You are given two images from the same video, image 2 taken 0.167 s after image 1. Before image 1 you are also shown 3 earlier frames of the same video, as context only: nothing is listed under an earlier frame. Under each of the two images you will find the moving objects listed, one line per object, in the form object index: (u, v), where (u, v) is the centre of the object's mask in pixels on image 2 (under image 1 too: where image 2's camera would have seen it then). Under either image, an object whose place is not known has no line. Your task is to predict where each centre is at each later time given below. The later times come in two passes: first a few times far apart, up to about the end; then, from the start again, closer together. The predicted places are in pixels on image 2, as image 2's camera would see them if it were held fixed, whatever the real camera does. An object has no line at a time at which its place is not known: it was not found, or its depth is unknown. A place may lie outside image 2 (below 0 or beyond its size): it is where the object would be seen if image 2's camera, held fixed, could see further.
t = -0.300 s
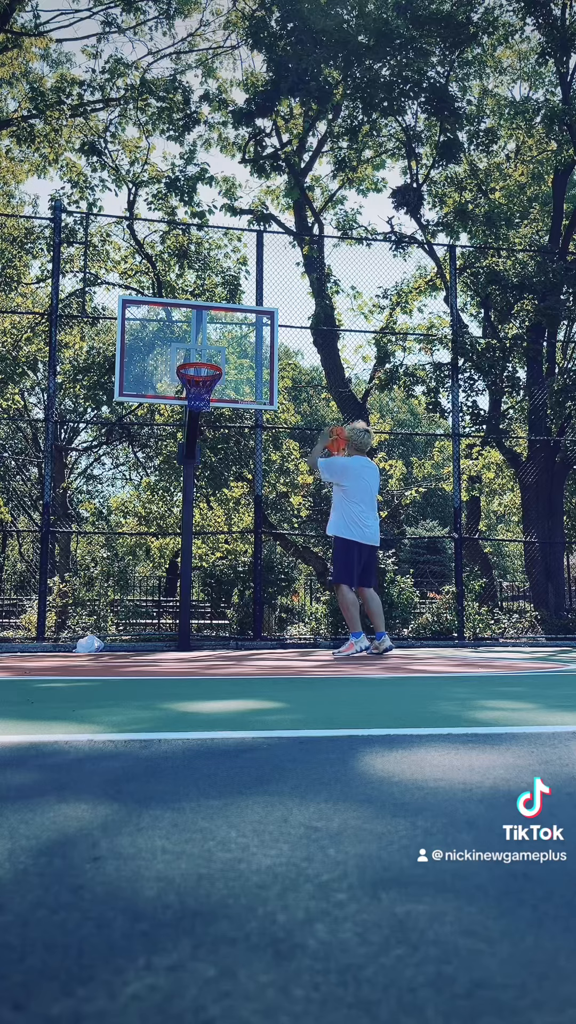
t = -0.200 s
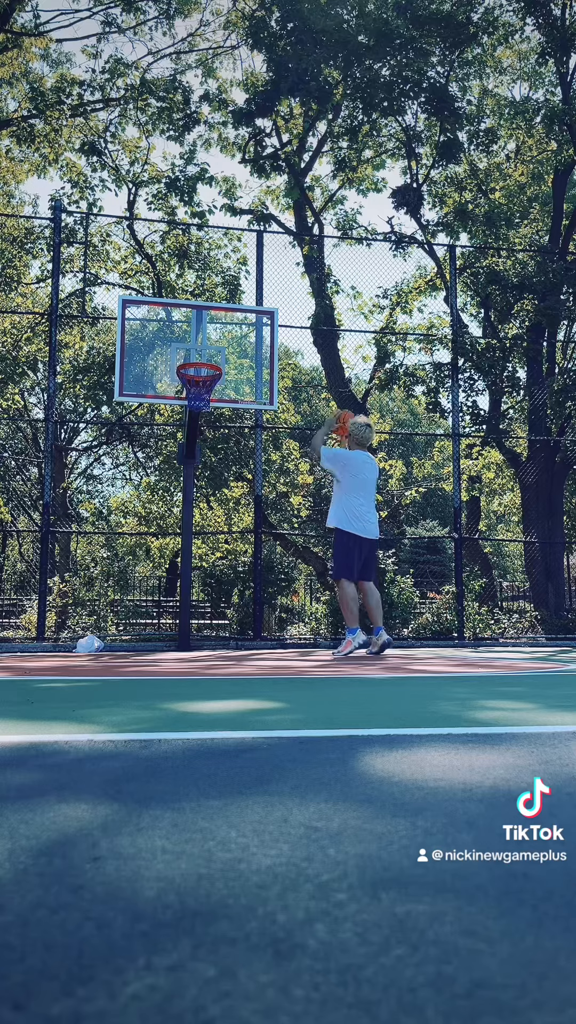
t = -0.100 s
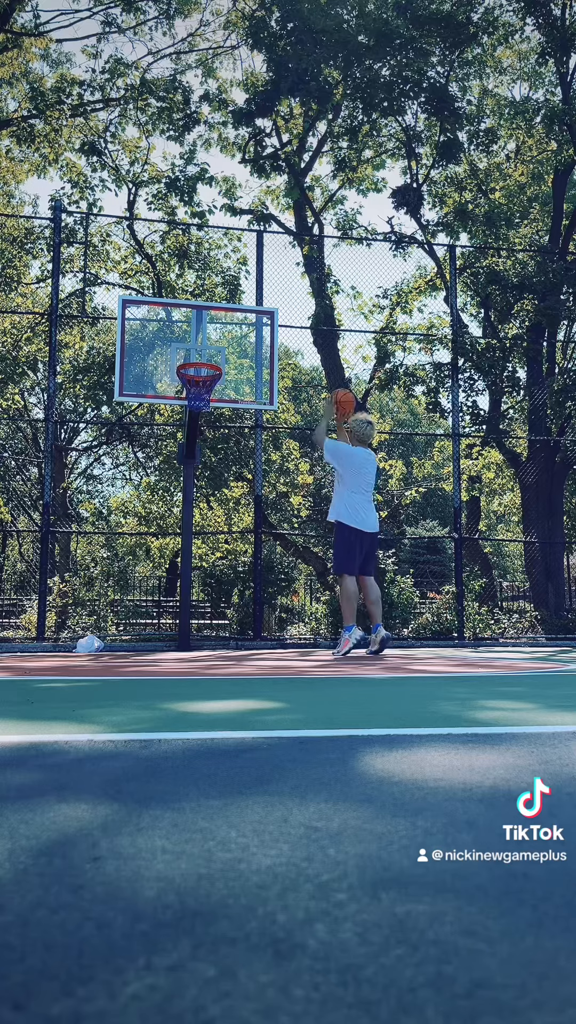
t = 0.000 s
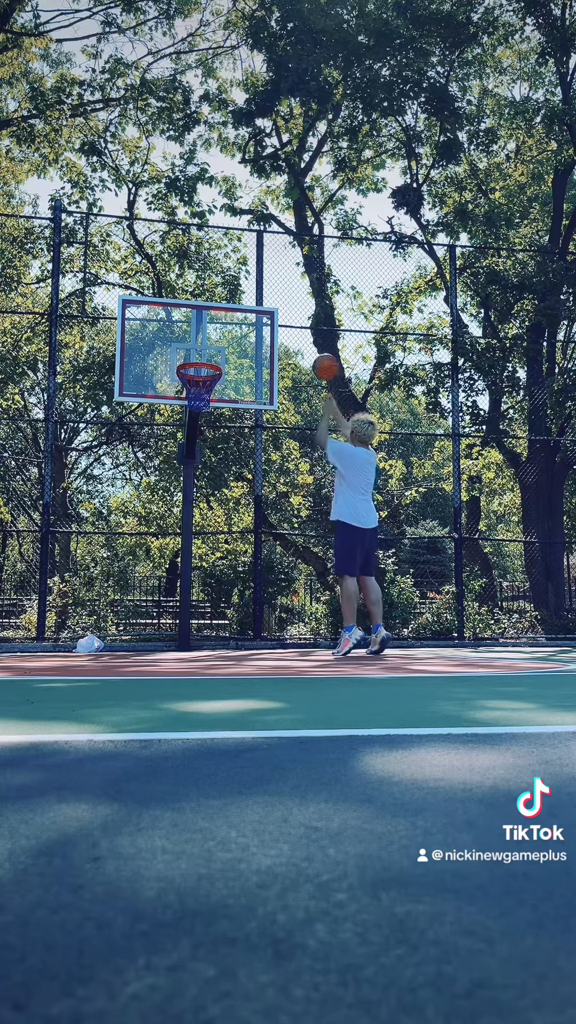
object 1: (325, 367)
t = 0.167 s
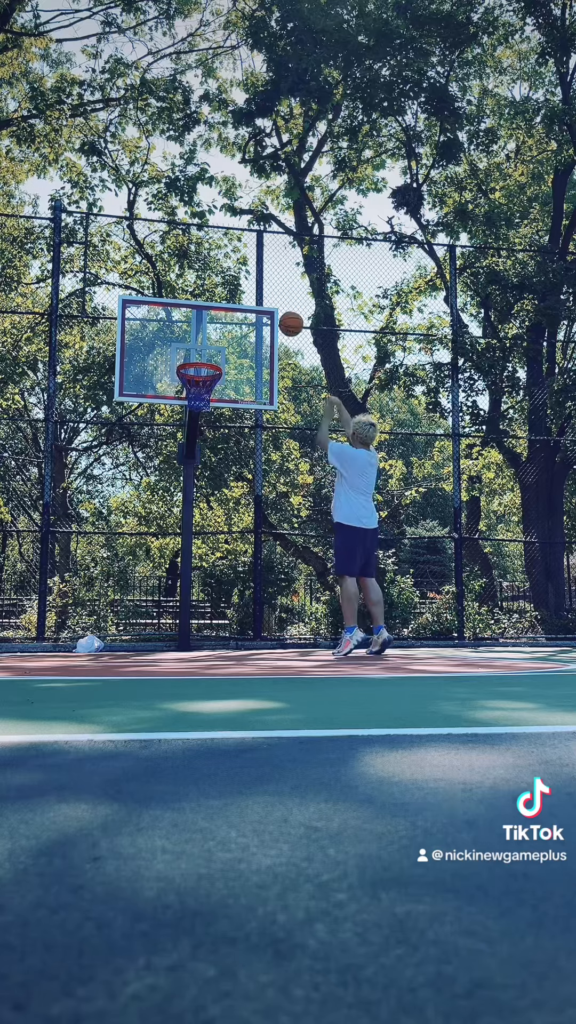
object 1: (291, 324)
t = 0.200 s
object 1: (284, 319)
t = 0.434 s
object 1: (243, 315)
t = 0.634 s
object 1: (210, 349)
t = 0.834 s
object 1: (188, 391)
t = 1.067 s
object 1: (201, 412)
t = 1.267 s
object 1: (207, 447)
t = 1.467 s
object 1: (215, 526)
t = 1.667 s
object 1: (220, 642)
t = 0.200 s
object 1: (284, 319)
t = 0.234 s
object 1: (278, 315)
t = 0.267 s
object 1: (272, 312)
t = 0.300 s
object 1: (266, 311)
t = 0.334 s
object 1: (260, 311)
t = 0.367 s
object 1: (254, 311)
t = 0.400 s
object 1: (248, 313)
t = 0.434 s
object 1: (243, 315)
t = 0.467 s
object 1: (236, 319)
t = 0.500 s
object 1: (231, 323)
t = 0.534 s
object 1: (226, 329)
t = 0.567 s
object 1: (220, 335)
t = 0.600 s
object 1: (215, 342)
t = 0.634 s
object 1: (210, 349)
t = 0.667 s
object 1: (205, 356)
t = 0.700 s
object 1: (199, 367)
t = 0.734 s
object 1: (196, 383)
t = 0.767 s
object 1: (190, 387)
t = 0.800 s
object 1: (188, 389)
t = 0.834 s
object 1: (188, 391)
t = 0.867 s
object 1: (189, 394)
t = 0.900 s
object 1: (192, 391)
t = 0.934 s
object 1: (193, 391)
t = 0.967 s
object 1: (194, 392)
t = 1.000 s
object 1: (195, 396)
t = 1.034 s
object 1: (199, 397)
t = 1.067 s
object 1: (201, 412)
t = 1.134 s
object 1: (203, 416)
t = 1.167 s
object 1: (203, 420)
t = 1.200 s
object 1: (204, 429)
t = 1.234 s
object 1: (206, 437)
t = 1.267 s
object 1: (207, 447)
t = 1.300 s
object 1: (209, 458)
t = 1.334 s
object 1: (210, 469)
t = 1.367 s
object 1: (211, 482)
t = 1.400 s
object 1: (211, 495)
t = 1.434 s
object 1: (214, 510)
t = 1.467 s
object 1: (215, 526)
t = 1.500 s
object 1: (215, 543)
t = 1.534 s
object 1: (217, 561)
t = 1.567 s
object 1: (218, 581)
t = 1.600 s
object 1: (219, 601)
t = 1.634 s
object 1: (219, 624)
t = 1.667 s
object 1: (220, 642)
